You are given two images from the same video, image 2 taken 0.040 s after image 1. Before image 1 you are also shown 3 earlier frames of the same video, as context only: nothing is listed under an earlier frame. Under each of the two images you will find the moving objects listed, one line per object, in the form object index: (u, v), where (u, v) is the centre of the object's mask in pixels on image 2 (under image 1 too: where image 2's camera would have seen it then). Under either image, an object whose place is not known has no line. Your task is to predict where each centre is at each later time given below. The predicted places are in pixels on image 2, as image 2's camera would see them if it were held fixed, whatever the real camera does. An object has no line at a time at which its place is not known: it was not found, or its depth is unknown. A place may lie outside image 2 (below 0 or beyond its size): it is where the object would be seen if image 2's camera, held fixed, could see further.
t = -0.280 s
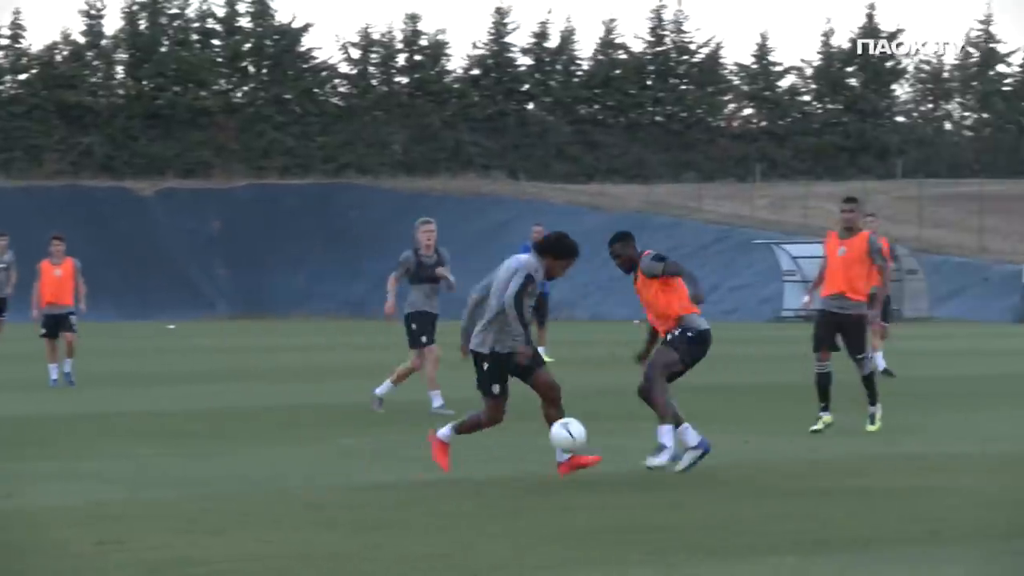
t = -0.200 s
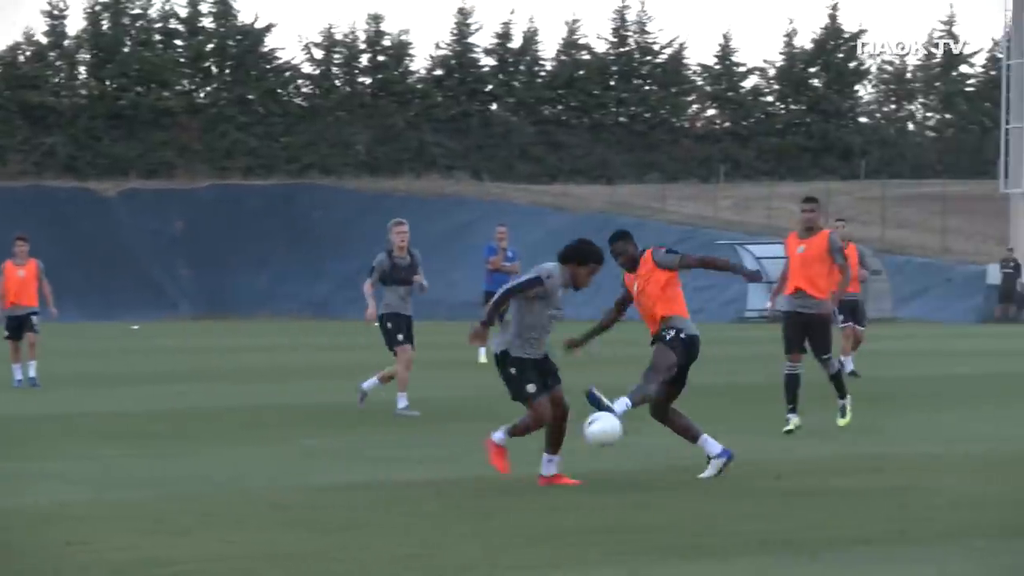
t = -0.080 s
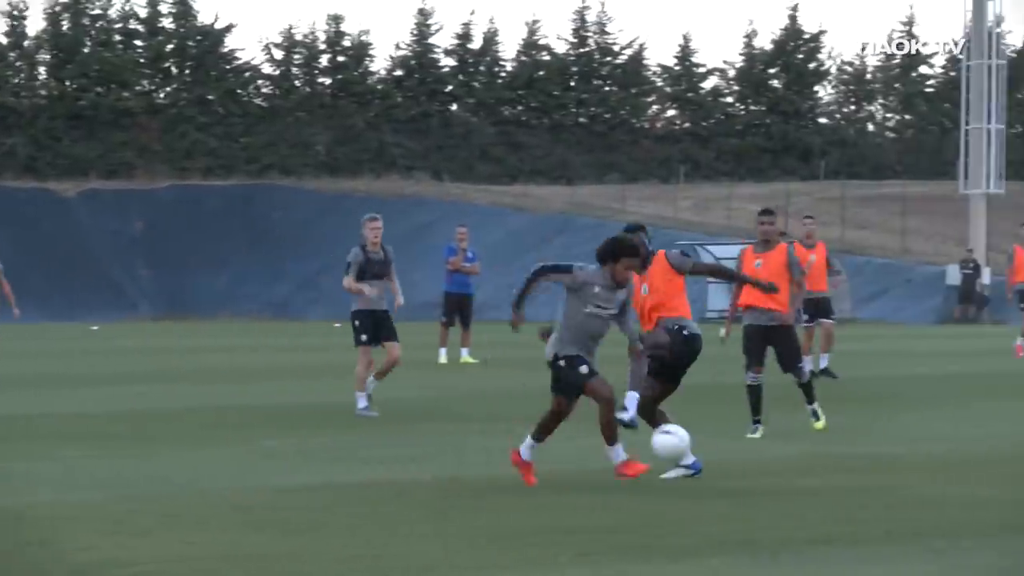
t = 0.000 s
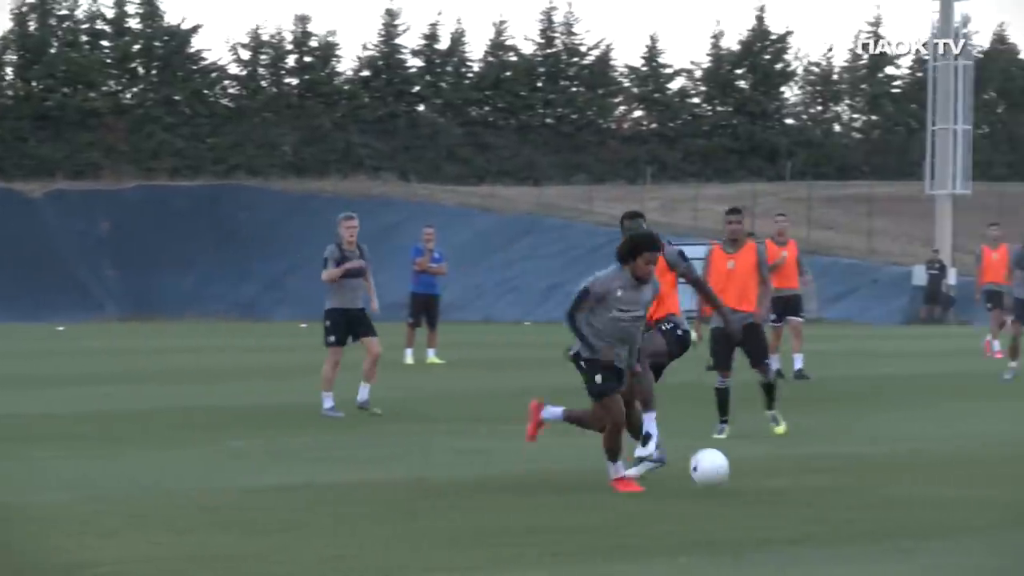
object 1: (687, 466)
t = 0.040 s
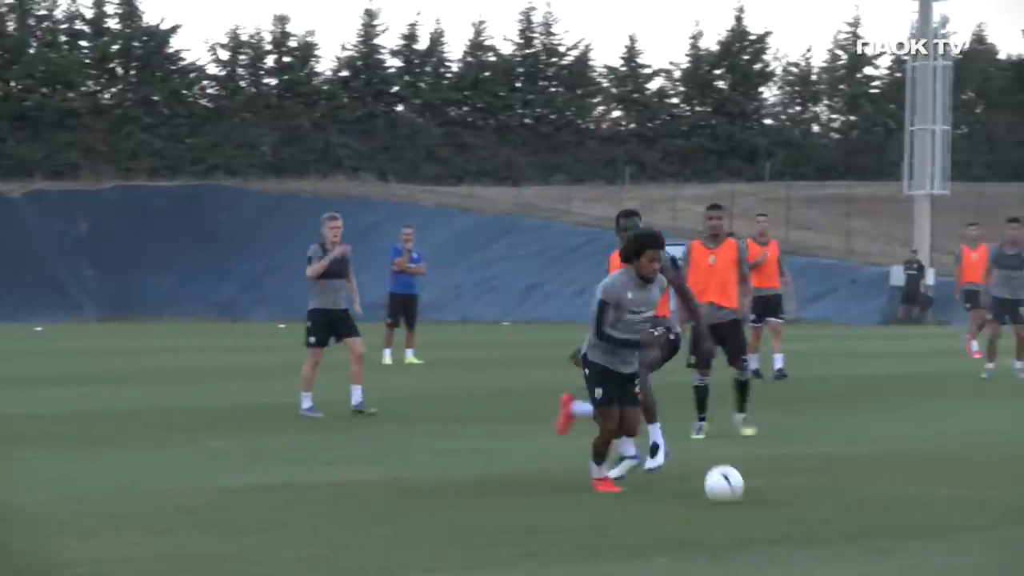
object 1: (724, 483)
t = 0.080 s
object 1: (762, 480)
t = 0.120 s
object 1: (802, 473)
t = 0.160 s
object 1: (841, 468)
